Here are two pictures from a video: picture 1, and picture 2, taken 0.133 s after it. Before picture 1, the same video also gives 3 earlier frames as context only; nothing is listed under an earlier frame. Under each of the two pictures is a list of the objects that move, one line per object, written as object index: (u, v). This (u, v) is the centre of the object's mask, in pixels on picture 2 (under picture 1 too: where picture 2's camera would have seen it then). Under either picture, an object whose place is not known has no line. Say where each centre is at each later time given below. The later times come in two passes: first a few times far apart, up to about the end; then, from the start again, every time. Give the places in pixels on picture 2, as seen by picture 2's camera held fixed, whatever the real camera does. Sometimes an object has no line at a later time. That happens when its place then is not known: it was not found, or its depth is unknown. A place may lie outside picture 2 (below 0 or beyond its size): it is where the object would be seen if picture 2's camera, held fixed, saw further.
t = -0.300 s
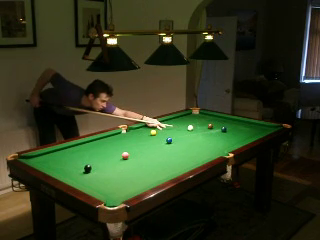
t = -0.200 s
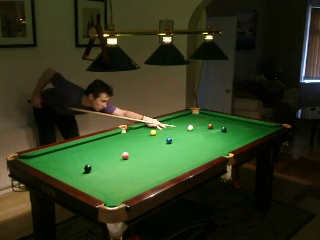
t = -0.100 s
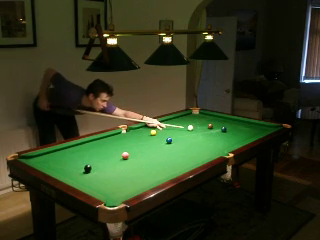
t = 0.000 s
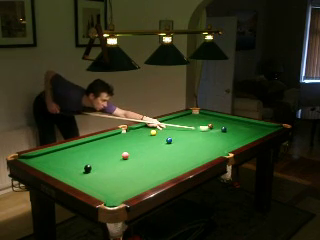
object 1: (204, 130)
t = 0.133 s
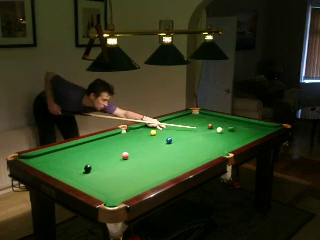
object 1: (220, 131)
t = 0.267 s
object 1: (223, 131)
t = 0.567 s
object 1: (232, 135)
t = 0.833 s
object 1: (240, 138)
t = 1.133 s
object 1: (240, 139)
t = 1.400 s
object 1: (233, 139)
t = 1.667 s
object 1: (227, 138)
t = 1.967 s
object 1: (221, 138)
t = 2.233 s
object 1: (217, 137)
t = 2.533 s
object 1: (213, 137)
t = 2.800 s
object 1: (211, 137)
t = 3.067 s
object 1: (210, 137)
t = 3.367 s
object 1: (209, 137)
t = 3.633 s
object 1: (209, 137)
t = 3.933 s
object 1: (209, 137)
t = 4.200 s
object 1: (210, 137)
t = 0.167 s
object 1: (220, 130)
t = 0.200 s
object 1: (221, 130)
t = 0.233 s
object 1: (222, 131)
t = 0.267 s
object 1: (223, 131)
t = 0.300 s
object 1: (224, 132)
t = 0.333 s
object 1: (225, 132)
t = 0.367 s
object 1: (226, 132)
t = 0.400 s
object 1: (227, 133)
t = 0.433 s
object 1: (228, 133)
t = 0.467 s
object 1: (229, 134)
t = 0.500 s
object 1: (230, 134)
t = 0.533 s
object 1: (231, 134)
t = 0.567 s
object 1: (232, 135)
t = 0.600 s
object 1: (233, 135)
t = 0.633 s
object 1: (234, 136)
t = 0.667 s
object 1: (235, 136)
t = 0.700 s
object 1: (236, 137)
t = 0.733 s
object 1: (237, 137)
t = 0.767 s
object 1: (238, 137)
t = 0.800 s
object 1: (239, 137)
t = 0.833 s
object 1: (240, 138)
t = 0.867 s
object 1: (241, 138)
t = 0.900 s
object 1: (242, 138)
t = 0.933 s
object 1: (243, 139)
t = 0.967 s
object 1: (244, 139)
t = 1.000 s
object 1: (244, 139)
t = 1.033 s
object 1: (243, 139)
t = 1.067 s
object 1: (242, 139)
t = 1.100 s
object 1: (241, 139)
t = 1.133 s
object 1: (240, 139)
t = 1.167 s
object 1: (239, 139)
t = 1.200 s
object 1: (238, 139)
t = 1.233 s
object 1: (237, 139)
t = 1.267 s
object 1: (237, 139)
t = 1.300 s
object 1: (236, 139)
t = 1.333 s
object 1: (235, 139)
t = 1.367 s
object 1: (234, 139)
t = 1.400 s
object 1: (233, 139)
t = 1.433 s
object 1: (232, 139)
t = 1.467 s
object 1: (232, 139)
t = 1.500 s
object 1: (231, 139)
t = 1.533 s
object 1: (230, 139)
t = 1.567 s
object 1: (229, 138)
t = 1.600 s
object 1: (228, 138)
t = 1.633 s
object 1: (228, 138)
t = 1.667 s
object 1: (227, 138)
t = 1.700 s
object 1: (226, 138)
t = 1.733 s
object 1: (225, 138)
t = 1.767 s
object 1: (225, 138)
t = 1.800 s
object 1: (224, 138)
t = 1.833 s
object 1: (223, 138)
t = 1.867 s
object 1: (223, 138)
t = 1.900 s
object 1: (222, 138)
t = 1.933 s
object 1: (222, 138)
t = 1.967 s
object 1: (221, 138)
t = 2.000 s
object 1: (220, 138)
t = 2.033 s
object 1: (220, 137)
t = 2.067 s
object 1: (219, 137)
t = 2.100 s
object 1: (219, 137)
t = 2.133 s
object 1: (218, 137)
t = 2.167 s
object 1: (218, 137)
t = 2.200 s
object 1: (217, 137)
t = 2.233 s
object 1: (217, 137)
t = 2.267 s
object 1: (216, 137)
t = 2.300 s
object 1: (216, 137)
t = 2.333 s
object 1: (215, 137)
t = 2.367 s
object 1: (215, 137)
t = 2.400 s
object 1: (214, 137)
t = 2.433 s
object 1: (214, 137)
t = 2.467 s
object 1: (214, 137)
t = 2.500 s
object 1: (214, 137)
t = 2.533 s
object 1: (213, 137)
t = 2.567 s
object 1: (213, 137)
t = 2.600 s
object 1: (212, 137)
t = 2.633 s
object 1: (212, 137)
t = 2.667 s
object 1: (212, 137)
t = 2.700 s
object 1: (212, 137)
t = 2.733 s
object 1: (212, 137)
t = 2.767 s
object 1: (211, 137)
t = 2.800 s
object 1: (211, 137)
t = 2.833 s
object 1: (211, 137)
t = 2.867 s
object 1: (211, 137)
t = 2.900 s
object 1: (210, 137)
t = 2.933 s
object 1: (210, 137)
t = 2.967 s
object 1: (210, 137)
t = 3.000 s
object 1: (210, 137)
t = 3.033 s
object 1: (210, 137)
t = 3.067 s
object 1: (210, 137)
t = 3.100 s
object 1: (210, 137)
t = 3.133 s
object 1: (210, 137)
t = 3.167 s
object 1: (209, 137)
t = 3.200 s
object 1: (209, 137)
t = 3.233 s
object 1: (209, 136)
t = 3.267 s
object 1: (209, 136)
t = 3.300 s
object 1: (209, 136)
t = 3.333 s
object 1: (209, 136)
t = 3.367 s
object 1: (209, 137)
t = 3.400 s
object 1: (209, 137)
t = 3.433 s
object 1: (209, 137)
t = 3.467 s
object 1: (209, 137)
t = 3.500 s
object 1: (209, 137)
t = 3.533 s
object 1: (209, 137)
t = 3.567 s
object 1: (209, 137)
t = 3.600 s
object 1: (209, 137)
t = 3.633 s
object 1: (209, 137)
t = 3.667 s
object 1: (209, 137)
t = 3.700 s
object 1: (209, 137)
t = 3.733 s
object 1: (209, 137)
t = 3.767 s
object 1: (209, 137)
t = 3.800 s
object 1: (209, 137)
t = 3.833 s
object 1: (209, 137)
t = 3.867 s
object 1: (210, 137)
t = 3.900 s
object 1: (210, 137)
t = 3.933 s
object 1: (209, 137)
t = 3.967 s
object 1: (210, 137)
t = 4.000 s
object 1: (209, 137)
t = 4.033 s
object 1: (209, 137)
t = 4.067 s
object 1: (209, 137)
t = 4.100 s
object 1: (210, 137)
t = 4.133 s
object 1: (209, 137)
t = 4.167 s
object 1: (210, 137)
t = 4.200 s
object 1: (210, 137)
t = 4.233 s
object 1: (209, 137)
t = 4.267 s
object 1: (209, 137)
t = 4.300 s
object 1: (209, 137)
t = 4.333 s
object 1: (209, 137)
